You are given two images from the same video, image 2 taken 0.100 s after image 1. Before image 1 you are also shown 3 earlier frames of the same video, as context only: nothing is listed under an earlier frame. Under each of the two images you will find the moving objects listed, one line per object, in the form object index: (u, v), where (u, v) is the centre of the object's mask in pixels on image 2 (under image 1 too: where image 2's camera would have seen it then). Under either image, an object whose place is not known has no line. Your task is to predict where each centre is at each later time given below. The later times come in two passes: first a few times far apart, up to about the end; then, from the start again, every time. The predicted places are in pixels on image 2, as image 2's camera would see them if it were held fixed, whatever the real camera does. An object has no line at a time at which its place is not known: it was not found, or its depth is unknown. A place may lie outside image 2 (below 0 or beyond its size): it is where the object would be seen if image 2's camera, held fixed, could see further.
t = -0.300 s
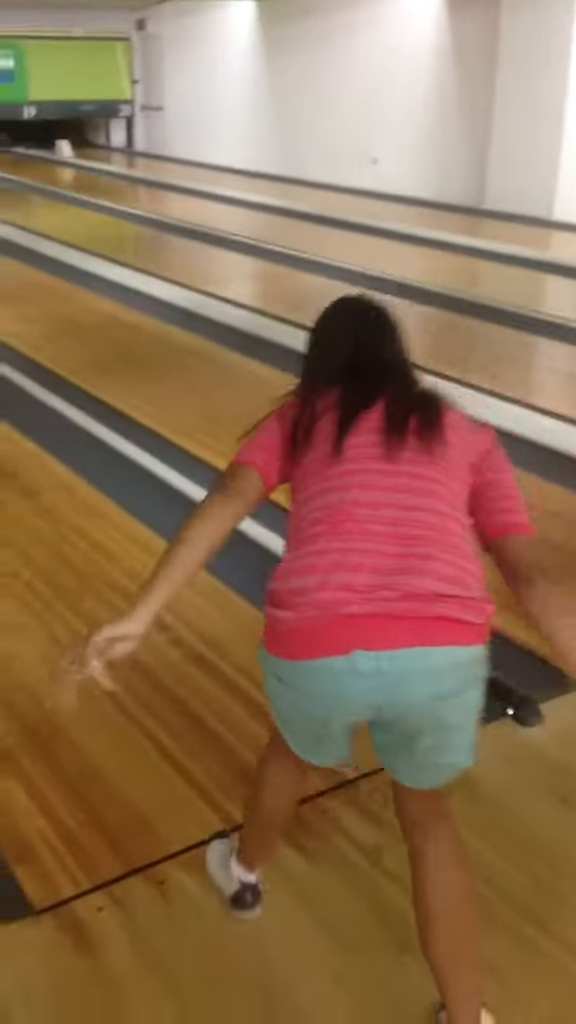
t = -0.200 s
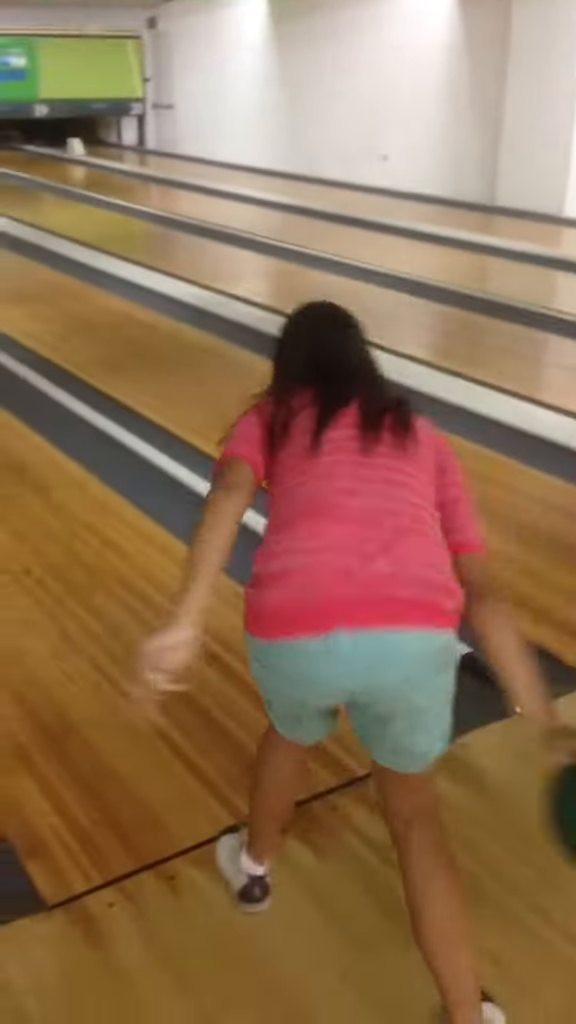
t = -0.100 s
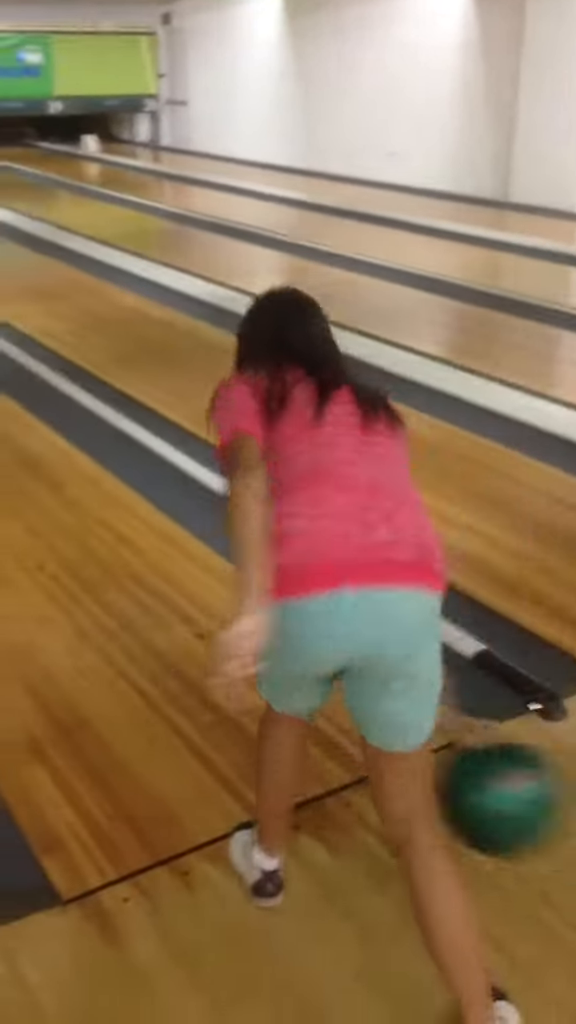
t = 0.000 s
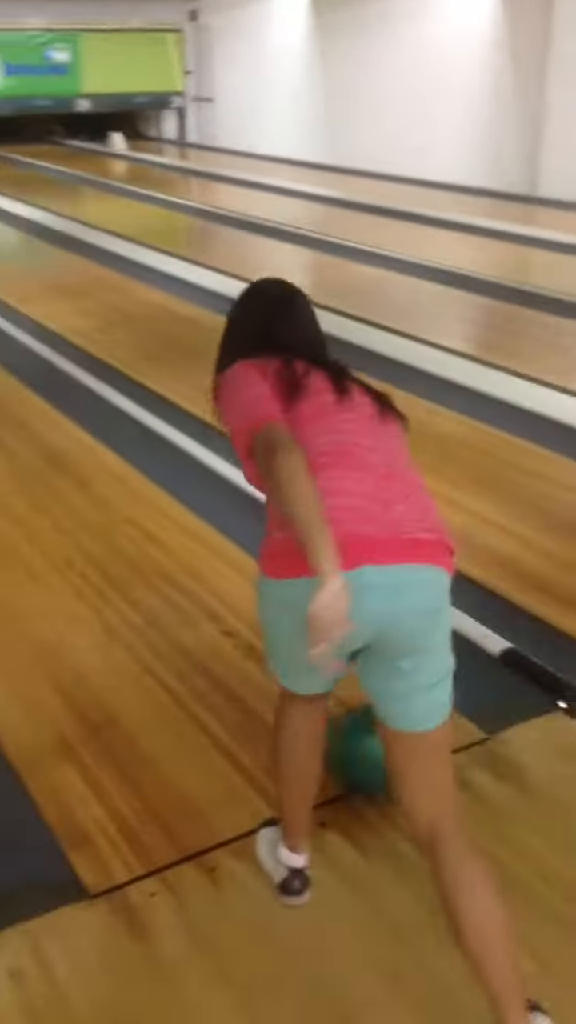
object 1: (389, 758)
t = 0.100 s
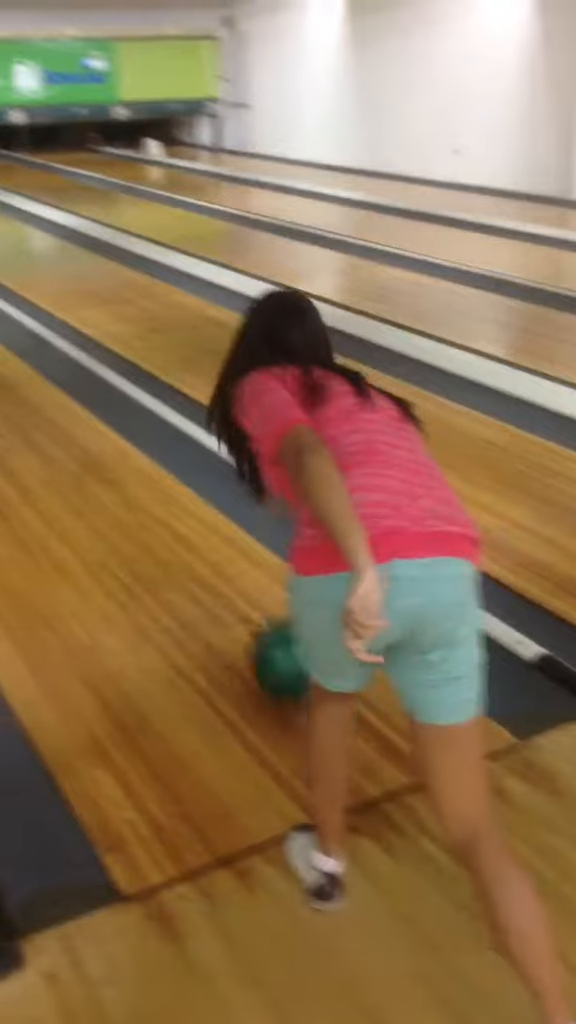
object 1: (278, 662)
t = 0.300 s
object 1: (139, 538)
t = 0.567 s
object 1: (19, 436)
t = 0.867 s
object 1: (-63, 365)
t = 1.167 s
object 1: (-119, 318)
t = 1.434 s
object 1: (-156, 287)
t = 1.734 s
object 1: (-187, 261)
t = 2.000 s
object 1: (-210, 243)
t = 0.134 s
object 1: (259, 639)
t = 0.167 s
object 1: (232, 616)
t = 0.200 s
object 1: (205, 594)
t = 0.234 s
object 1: (181, 574)
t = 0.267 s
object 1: (159, 555)
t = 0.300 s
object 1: (139, 538)
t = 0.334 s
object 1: (121, 522)
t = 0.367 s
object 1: (103, 507)
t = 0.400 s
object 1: (88, 493)
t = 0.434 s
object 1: (72, 480)
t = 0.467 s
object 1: (57, 468)
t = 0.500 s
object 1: (43, 457)
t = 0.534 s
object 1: (31, 445)
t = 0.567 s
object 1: (19, 436)
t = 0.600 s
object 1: (8, 427)
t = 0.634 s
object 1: (-3, 418)
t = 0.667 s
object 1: (-12, 409)
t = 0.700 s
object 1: (-21, 401)
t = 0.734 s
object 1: (-30, 393)
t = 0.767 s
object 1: (-39, 385)
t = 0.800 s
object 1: (-48, 378)
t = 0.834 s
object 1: (-56, 372)
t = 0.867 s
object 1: (-63, 365)
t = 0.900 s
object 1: (-71, 359)
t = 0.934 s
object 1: (-78, 353)
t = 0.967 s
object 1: (-84, 347)
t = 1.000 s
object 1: (-91, 342)
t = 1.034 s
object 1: (-97, 337)
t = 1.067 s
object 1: (-103, 331)
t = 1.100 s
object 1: (-108, 327)
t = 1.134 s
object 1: (-114, 322)
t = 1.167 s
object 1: (-119, 318)
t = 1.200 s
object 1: (-124, 313)
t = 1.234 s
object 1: (-129, 310)
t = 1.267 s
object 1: (-134, 305)
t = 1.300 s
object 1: (-139, 302)
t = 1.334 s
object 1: (-143, 298)
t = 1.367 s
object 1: (-147, 294)
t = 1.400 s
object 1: (-151, 291)
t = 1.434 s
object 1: (-156, 287)
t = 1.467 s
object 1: (-160, 284)
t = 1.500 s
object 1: (-163, 281)
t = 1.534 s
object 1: (-167, 278)
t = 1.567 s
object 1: (-171, 275)
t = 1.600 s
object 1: (-174, 272)
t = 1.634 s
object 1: (-178, 269)
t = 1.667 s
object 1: (-181, 266)
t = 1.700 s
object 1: (-184, 264)
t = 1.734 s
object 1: (-187, 261)
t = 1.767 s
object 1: (-191, 259)
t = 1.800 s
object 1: (-194, 256)
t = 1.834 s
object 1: (-197, 254)
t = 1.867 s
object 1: (-199, 251)
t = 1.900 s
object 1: (-202, 249)
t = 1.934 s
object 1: (-205, 247)
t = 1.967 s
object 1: (-207, 245)
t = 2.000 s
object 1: (-210, 243)
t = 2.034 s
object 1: (-212, 240)
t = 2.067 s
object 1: (-214, 238)
